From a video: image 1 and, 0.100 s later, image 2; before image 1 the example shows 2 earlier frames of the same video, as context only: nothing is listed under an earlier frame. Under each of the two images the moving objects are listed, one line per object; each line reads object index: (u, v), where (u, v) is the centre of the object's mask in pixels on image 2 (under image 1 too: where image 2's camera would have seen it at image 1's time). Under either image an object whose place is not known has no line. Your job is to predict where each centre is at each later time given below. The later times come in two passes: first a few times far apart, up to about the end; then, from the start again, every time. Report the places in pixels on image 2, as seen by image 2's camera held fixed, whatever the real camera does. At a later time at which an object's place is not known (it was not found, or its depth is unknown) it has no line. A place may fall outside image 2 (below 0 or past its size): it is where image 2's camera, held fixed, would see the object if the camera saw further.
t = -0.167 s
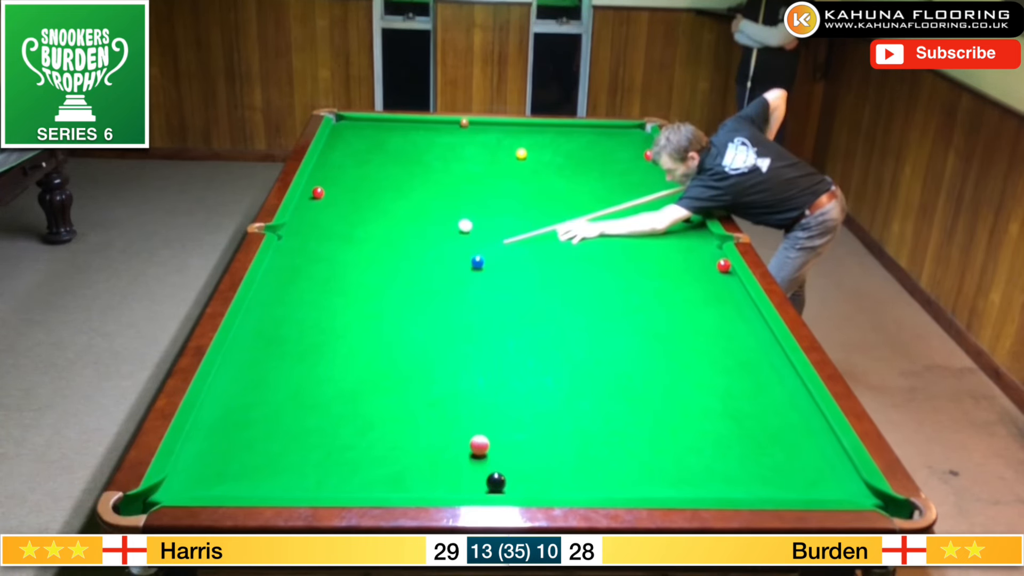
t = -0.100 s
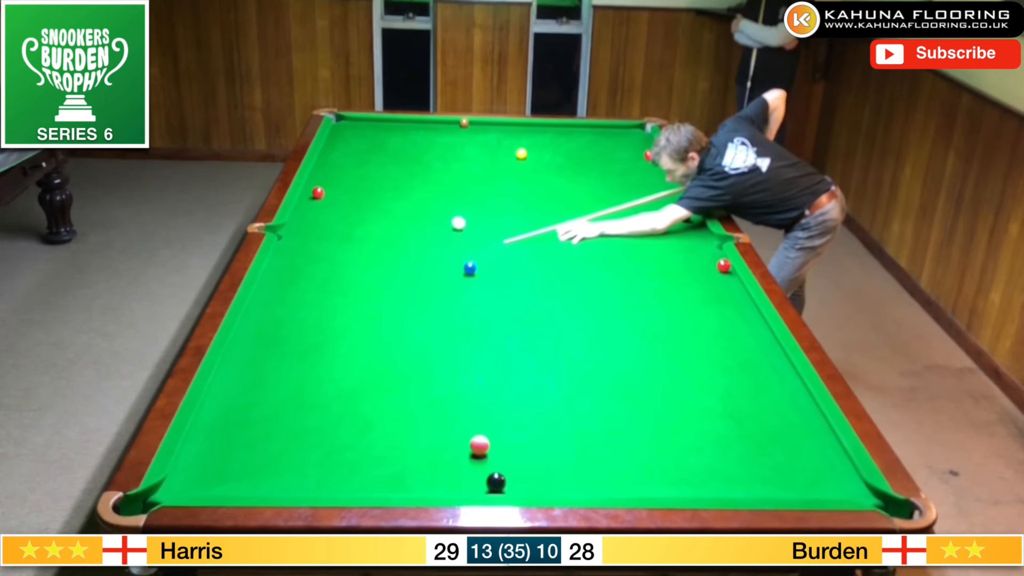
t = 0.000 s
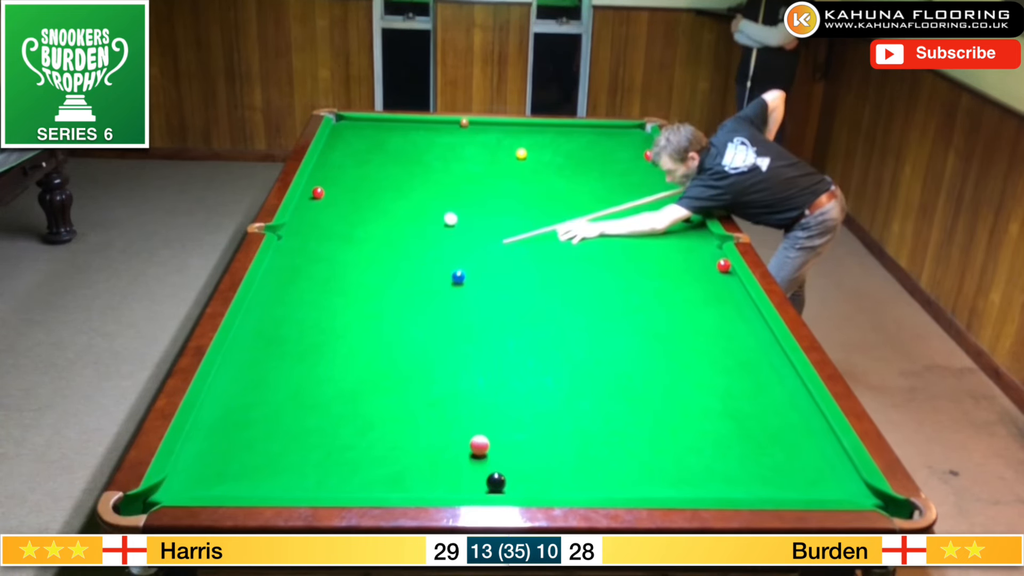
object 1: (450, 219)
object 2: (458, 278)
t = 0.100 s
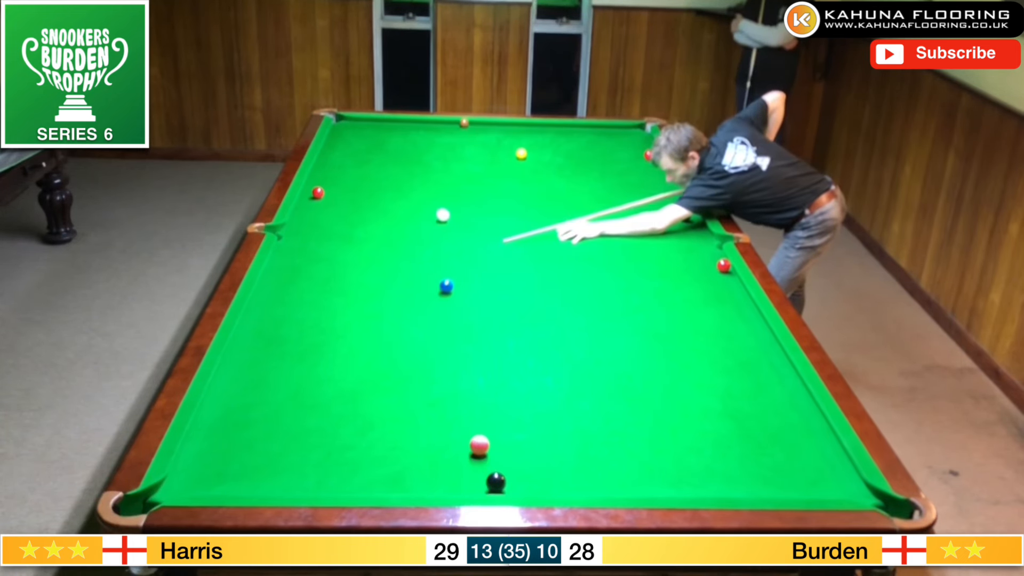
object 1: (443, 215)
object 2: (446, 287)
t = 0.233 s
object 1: (433, 211)
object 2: (429, 301)
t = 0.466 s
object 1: (417, 203)
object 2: (398, 325)
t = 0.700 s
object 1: (401, 196)
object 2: (365, 351)
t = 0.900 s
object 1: (390, 189)
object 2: (334, 375)
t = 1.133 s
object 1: (378, 184)
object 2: (295, 405)
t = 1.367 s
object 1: (367, 178)
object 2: (252, 438)
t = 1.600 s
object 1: (357, 174)
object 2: (207, 473)
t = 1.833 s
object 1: (348, 169)
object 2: (159, 497)
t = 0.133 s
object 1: (440, 214)
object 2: (442, 291)
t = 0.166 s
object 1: (437, 213)
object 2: (438, 294)
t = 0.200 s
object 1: (435, 212)
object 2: (433, 297)
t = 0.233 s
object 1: (433, 211)
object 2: (429, 301)
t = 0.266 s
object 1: (430, 210)
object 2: (425, 304)
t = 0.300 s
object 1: (428, 208)
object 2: (421, 307)
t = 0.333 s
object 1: (426, 207)
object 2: (416, 311)
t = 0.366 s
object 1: (423, 206)
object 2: (412, 314)
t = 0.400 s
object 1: (421, 205)
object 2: (407, 318)
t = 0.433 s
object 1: (419, 204)
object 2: (403, 321)
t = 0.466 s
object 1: (417, 203)
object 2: (398, 325)
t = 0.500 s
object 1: (414, 202)
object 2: (394, 328)
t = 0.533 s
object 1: (412, 200)
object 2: (389, 332)
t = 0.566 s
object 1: (410, 200)
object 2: (384, 336)
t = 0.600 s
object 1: (408, 198)
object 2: (380, 339)
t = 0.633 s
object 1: (406, 198)
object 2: (375, 343)
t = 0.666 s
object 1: (404, 196)
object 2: (370, 347)
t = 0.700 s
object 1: (401, 196)
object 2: (365, 351)
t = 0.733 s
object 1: (399, 194)
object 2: (360, 355)
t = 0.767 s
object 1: (397, 193)
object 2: (355, 359)
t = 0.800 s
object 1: (395, 192)
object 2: (350, 363)
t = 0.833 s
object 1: (394, 191)
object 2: (345, 367)
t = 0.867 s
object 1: (392, 190)
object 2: (339, 371)
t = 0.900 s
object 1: (390, 189)
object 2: (334, 375)
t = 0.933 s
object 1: (388, 189)
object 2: (329, 379)
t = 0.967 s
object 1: (386, 188)
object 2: (323, 383)
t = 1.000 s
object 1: (384, 187)
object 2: (318, 387)
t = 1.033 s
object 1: (383, 187)
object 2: (312, 392)
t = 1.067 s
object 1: (381, 186)
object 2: (307, 396)
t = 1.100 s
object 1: (380, 185)
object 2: (301, 401)
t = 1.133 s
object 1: (378, 184)
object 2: (295, 405)
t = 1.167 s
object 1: (376, 183)
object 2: (289, 409)
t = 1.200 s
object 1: (375, 182)
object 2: (283, 414)
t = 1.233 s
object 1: (373, 181)
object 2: (277, 419)
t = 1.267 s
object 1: (371, 180)
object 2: (271, 423)
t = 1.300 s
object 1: (370, 180)
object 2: (265, 428)
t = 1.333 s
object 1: (368, 179)
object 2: (259, 433)
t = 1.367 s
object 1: (367, 178)
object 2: (252, 438)
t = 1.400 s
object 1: (365, 178)
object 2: (246, 443)
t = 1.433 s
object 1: (364, 177)
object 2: (240, 447)
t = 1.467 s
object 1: (362, 176)
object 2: (233, 452)
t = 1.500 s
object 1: (361, 175)
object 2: (227, 458)
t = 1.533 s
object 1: (360, 175)
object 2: (220, 463)
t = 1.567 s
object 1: (358, 174)
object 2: (214, 467)
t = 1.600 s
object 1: (357, 174)
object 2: (207, 473)
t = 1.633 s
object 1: (356, 173)
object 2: (200, 479)
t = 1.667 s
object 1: (354, 172)
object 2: (194, 482)
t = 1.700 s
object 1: (353, 172)
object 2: (188, 485)
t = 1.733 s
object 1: (352, 171)
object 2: (181, 489)
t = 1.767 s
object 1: (350, 170)
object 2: (174, 493)
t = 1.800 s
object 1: (349, 170)
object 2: (167, 494)
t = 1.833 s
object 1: (348, 169)
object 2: (159, 497)
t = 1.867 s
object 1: (347, 169)
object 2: (153, 502)
